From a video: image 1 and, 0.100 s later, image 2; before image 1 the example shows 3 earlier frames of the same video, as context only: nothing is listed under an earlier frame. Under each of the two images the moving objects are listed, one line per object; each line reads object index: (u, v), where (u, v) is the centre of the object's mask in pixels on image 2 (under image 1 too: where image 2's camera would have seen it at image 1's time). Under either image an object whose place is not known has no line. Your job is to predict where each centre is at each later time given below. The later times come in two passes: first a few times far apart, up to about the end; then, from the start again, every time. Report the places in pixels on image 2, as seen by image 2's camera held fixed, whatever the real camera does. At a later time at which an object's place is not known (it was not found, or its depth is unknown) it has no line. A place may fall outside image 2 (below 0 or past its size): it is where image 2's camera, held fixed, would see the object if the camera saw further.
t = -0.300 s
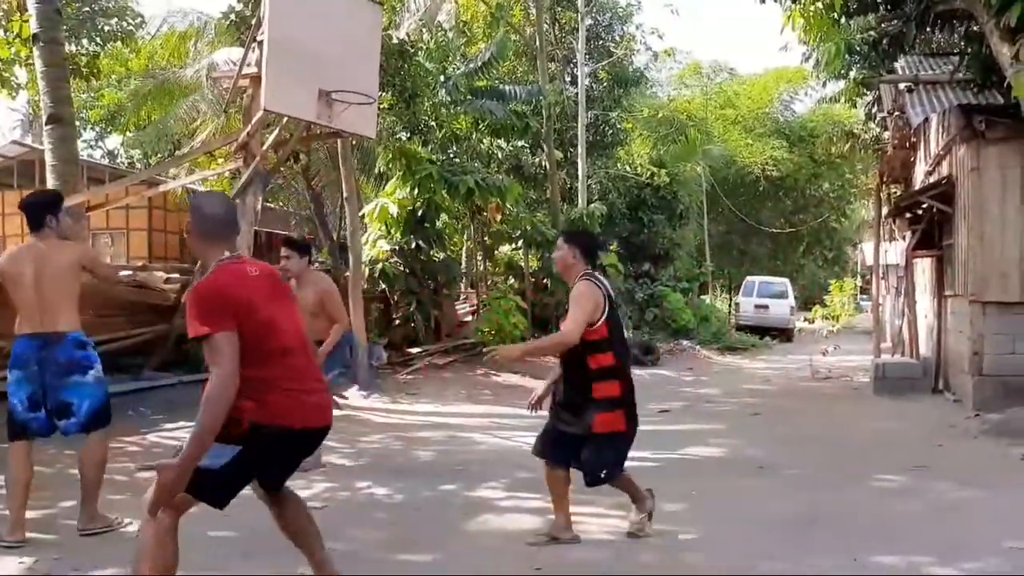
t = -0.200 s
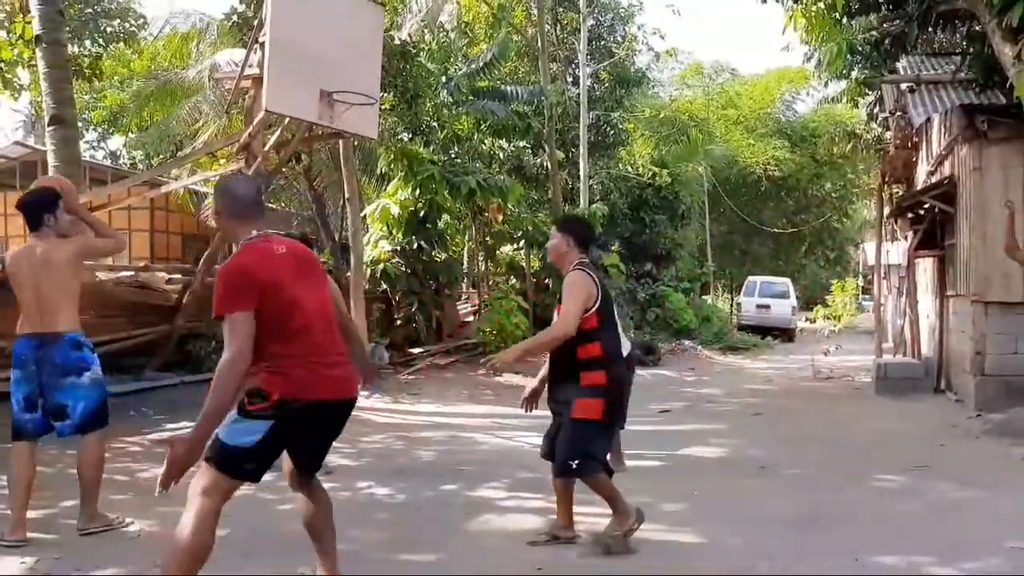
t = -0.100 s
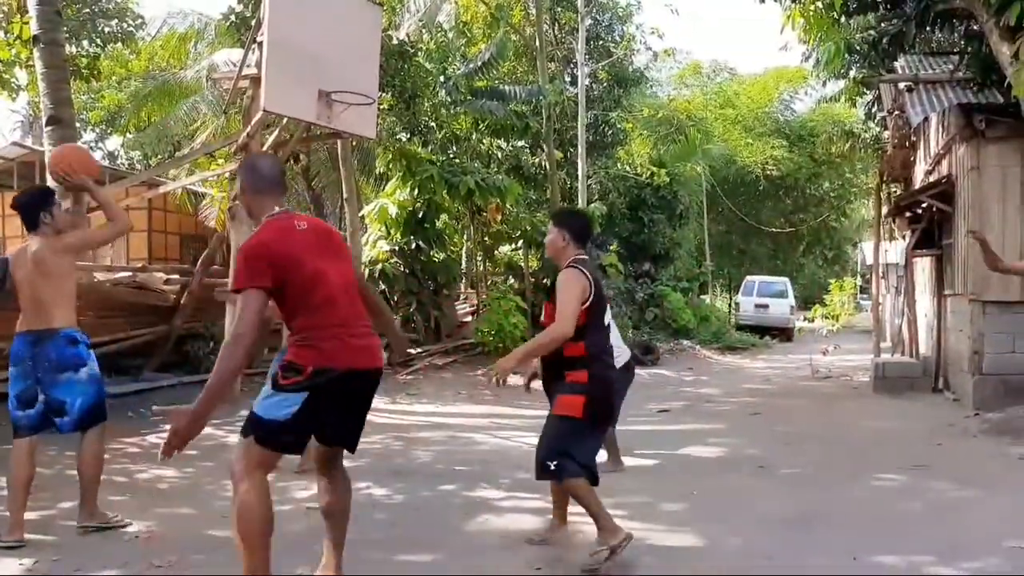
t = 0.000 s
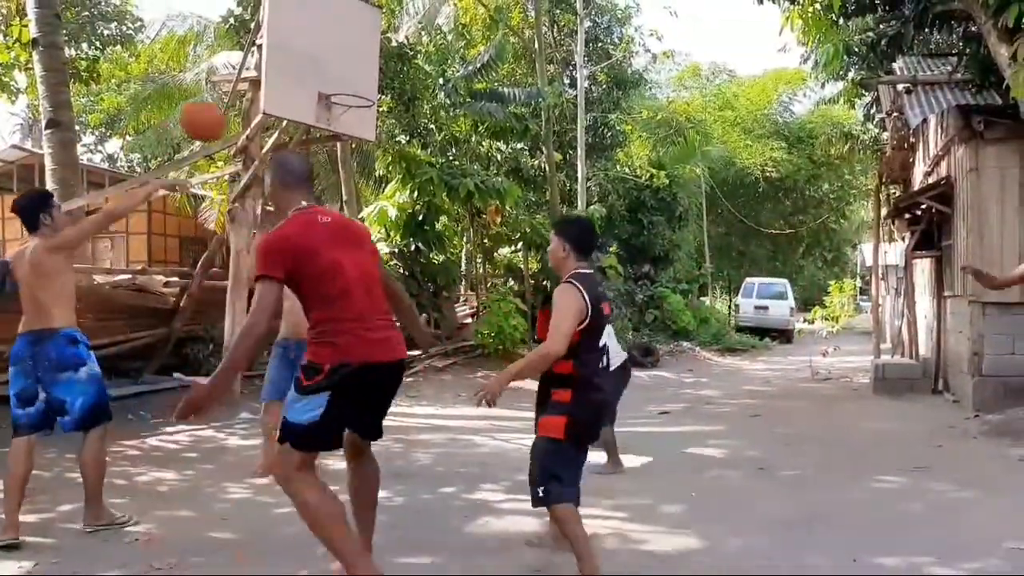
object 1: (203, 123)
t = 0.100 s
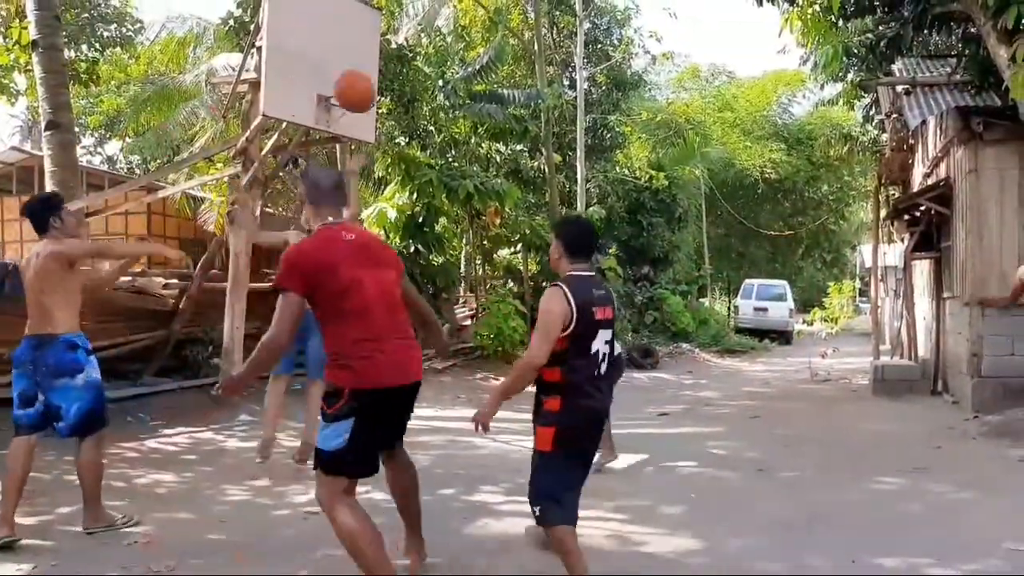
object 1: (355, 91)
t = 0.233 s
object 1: (542, 79)
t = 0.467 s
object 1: (826, 130)
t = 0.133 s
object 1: (403, 84)
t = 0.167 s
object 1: (451, 81)
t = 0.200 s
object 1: (496, 80)
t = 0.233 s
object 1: (542, 79)
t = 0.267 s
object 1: (584, 82)
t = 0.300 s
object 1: (626, 85)
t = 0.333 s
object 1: (669, 91)
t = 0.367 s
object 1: (709, 98)
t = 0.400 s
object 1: (749, 107)
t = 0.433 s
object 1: (786, 119)
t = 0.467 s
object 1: (826, 130)
